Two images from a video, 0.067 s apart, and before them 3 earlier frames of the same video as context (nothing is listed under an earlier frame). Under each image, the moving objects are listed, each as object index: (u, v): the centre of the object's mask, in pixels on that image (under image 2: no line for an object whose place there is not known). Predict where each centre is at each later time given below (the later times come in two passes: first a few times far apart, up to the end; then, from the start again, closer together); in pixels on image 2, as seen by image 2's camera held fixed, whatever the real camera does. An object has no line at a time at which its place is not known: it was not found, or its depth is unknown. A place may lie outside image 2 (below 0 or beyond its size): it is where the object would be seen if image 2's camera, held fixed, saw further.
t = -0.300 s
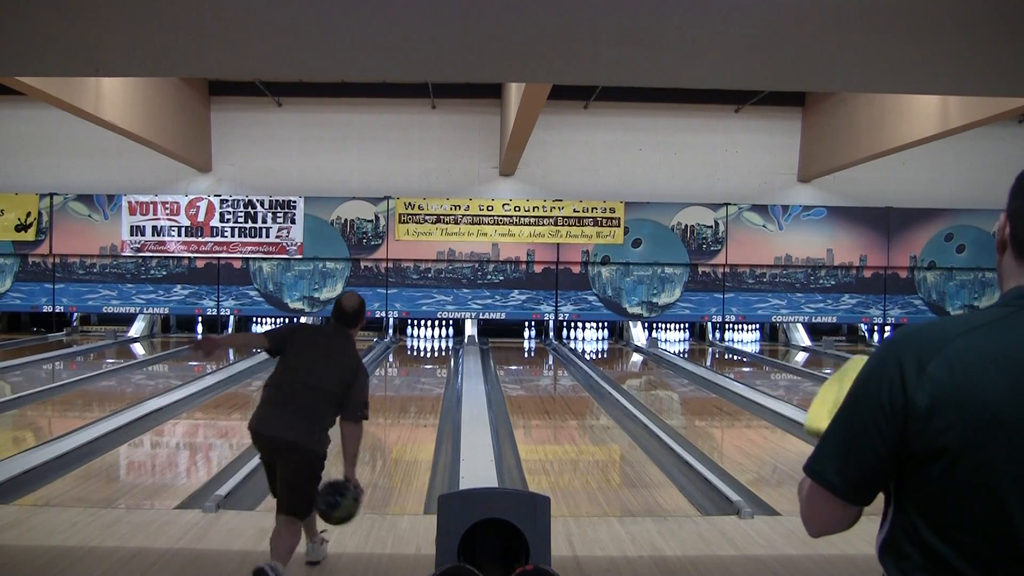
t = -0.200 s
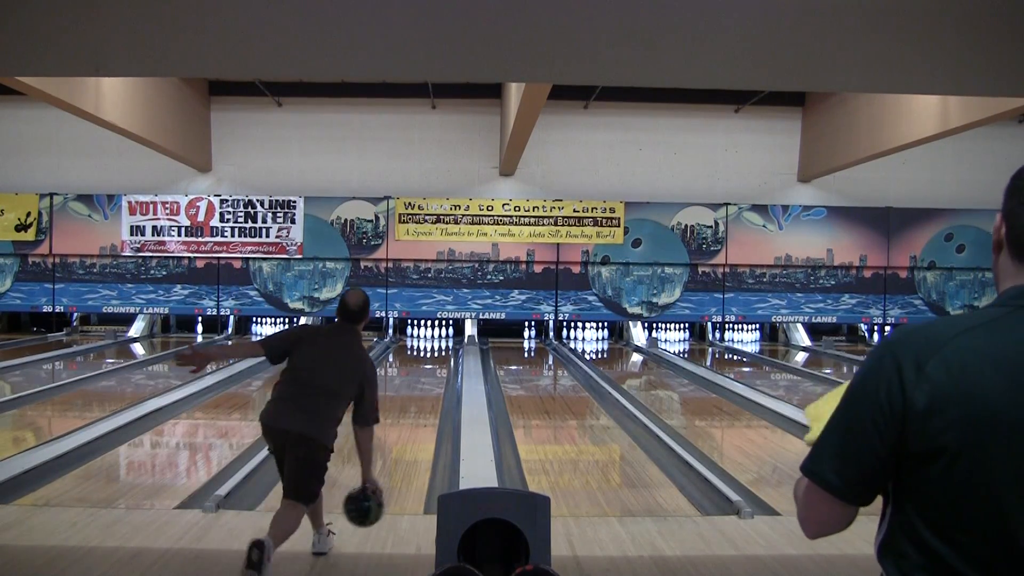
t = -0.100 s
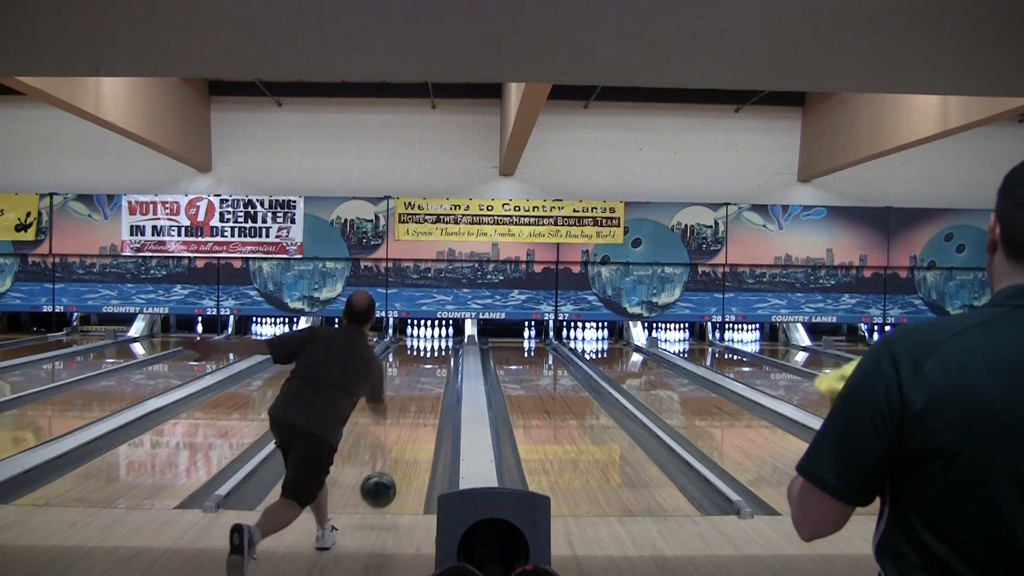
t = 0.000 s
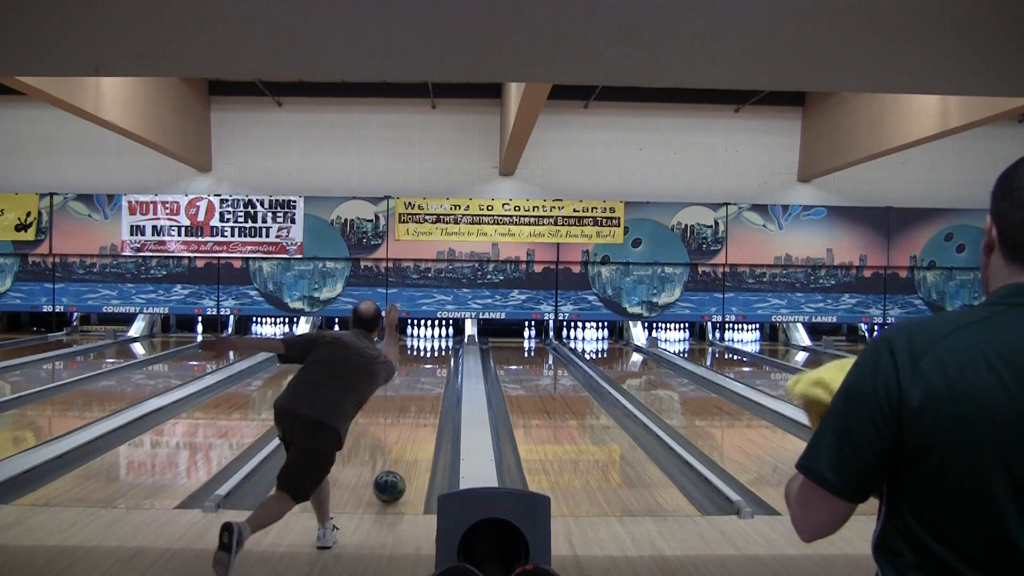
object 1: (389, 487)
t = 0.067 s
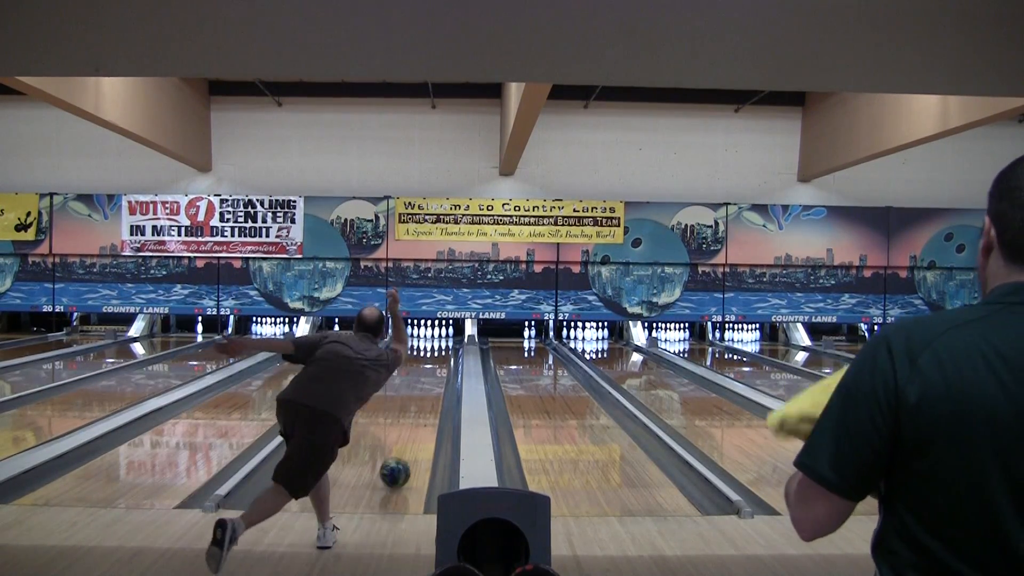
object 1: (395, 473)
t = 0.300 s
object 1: (411, 437)
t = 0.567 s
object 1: (422, 408)
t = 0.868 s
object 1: (426, 388)
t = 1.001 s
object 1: (433, 379)
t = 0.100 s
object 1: (398, 468)
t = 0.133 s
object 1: (400, 462)
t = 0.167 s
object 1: (403, 457)
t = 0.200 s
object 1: (405, 452)
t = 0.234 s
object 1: (407, 447)
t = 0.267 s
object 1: (409, 442)
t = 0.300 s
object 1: (411, 437)
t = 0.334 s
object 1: (410, 433)
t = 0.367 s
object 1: (408, 433)
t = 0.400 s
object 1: (422, 425)
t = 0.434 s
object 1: (420, 421)
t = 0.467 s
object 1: (419, 418)
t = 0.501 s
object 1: (421, 415)
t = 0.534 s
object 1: (422, 412)
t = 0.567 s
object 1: (422, 408)
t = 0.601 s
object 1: (423, 406)
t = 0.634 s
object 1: (424, 404)
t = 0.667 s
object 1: (425, 402)
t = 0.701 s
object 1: (426, 399)
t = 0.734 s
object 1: (428, 396)
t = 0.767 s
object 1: (430, 394)
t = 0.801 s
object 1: (432, 392)
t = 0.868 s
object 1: (426, 388)
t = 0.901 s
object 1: (428, 385)
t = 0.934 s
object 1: (431, 383)
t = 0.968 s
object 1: (432, 381)
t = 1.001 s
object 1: (433, 379)
